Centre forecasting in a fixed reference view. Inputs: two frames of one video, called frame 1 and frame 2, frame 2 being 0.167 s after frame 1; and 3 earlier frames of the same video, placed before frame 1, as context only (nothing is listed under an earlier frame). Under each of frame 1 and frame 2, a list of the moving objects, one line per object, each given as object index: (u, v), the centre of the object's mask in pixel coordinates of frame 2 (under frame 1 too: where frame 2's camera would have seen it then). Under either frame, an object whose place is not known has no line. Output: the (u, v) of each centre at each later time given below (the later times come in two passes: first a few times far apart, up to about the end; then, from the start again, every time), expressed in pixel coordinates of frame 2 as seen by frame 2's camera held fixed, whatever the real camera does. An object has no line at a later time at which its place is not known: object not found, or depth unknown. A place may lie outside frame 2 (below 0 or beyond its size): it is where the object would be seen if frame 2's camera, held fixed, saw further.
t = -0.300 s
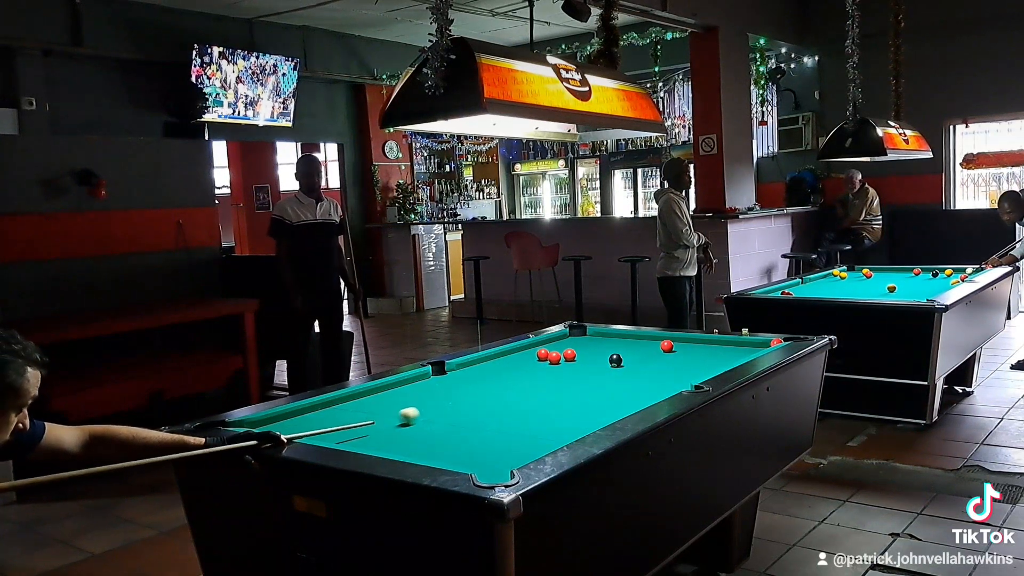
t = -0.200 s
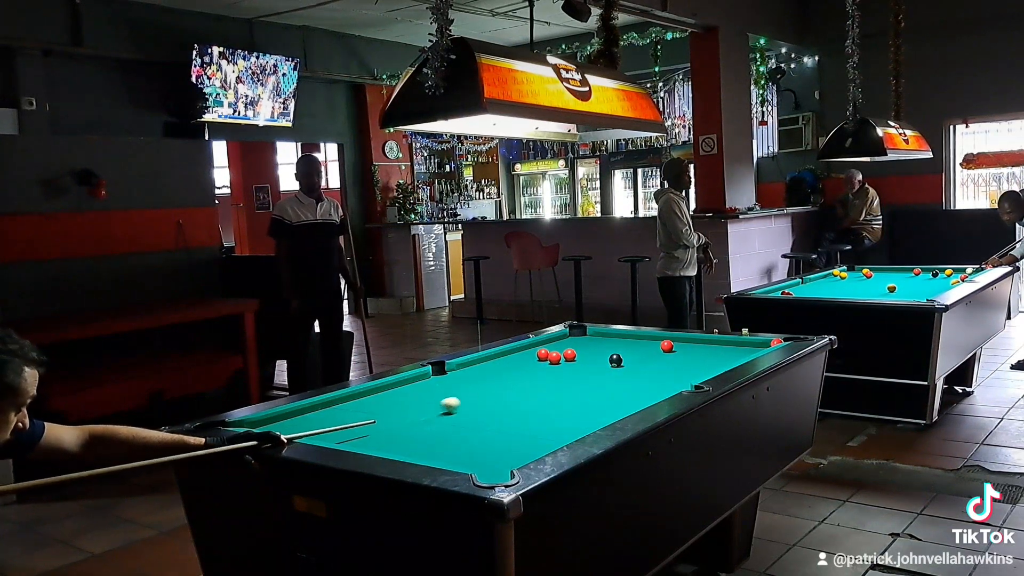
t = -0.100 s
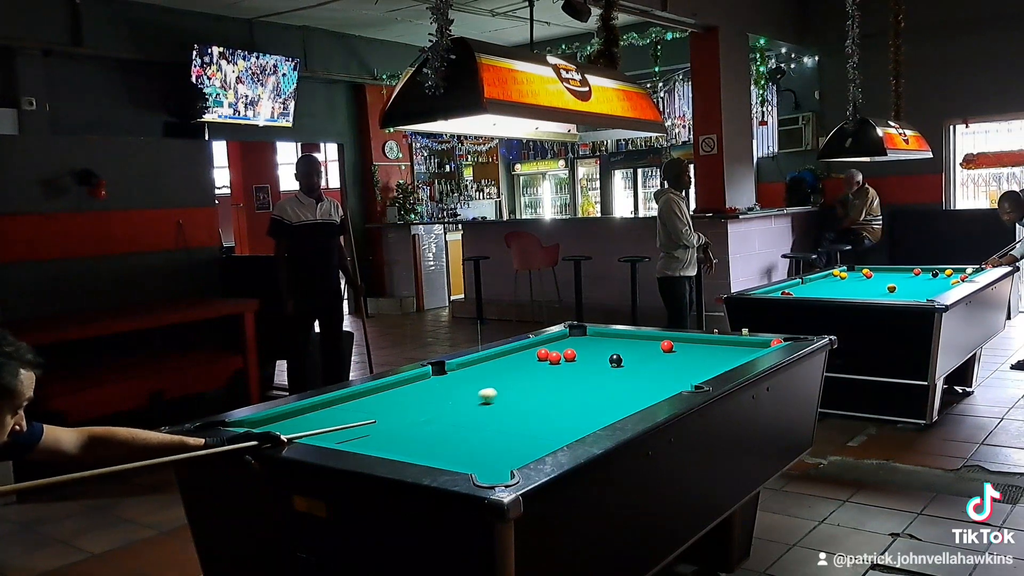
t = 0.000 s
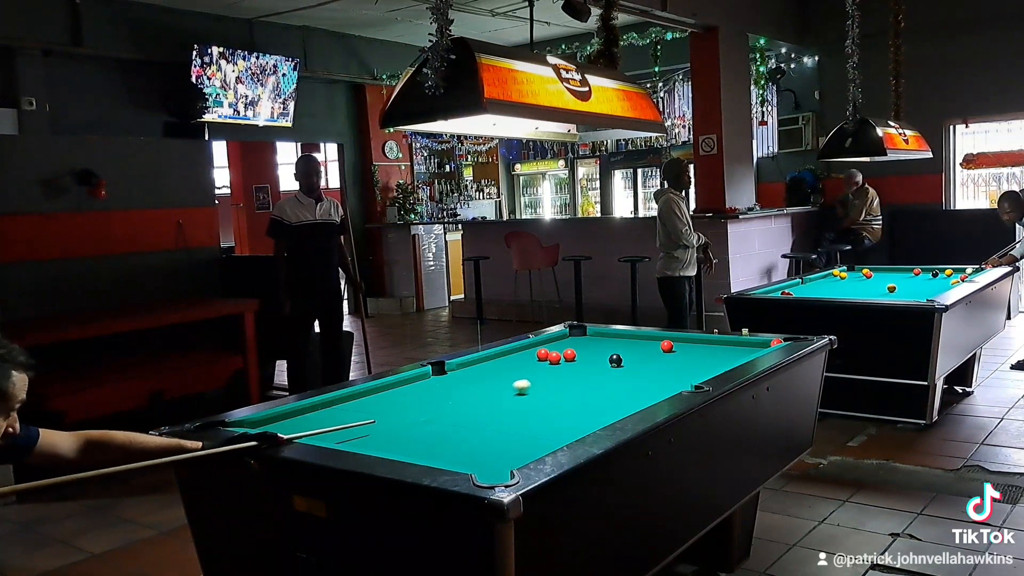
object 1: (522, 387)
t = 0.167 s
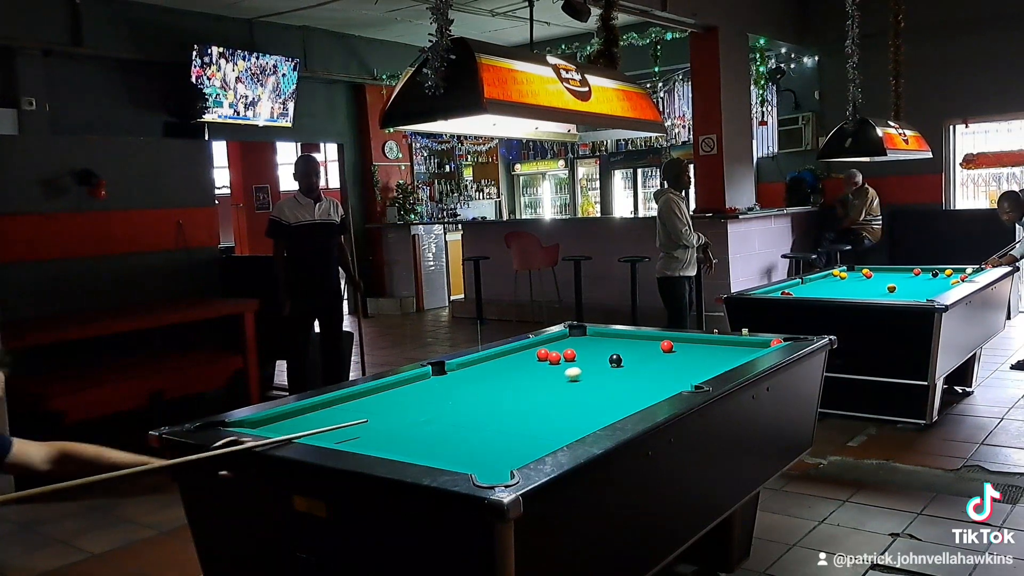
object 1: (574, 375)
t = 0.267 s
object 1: (601, 367)
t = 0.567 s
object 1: (687, 355)
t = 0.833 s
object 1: (759, 347)
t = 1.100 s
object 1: (757, 344)
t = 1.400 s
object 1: (737, 343)
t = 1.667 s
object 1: (719, 343)
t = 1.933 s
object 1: (705, 343)
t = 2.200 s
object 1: (691, 343)
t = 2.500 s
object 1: (679, 343)
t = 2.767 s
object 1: (670, 340)
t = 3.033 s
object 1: (659, 342)
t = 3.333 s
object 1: (654, 343)
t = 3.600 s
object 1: (650, 343)
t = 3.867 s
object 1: (647, 343)
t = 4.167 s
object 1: (646, 343)
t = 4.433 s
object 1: (646, 343)
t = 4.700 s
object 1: (646, 343)
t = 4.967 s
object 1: (646, 343)
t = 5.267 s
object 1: (646, 343)
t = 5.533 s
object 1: (646, 343)
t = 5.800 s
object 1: (646, 343)
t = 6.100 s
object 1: (646, 343)
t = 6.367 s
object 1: (646, 343)
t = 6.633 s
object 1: (646, 343)
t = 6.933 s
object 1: (646, 343)
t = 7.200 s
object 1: (647, 343)
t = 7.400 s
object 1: (647, 343)
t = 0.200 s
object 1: (583, 372)
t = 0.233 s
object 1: (592, 369)
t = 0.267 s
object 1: (601, 367)
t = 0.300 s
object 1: (610, 364)
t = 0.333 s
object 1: (619, 362)
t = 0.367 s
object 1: (629, 361)
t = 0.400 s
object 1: (639, 361)
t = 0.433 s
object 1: (649, 359)
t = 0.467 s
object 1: (658, 358)
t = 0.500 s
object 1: (668, 357)
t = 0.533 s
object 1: (678, 357)
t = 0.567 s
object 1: (687, 355)
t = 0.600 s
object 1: (696, 355)
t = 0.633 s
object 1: (706, 354)
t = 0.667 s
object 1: (715, 353)
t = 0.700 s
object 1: (724, 352)
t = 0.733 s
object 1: (733, 351)
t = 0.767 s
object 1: (742, 350)
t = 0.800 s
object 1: (751, 349)
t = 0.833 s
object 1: (759, 347)
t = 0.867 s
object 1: (766, 345)
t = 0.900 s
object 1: (772, 344)
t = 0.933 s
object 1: (769, 344)
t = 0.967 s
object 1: (766, 345)
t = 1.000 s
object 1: (763, 345)
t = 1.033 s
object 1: (761, 345)
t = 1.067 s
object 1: (759, 345)
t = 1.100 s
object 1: (757, 344)
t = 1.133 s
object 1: (754, 344)
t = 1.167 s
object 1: (752, 344)
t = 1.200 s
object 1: (750, 344)
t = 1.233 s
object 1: (748, 343)
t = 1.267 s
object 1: (746, 343)
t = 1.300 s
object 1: (744, 343)
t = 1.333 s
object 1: (741, 343)
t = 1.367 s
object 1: (739, 343)
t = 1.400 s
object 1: (737, 343)
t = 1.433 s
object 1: (734, 343)
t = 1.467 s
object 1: (732, 343)
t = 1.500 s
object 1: (730, 343)
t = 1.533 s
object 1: (728, 343)
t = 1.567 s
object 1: (725, 343)
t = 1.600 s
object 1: (723, 343)
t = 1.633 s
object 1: (721, 343)
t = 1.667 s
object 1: (719, 343)
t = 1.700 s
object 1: (717, 343)
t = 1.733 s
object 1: (715, 343)
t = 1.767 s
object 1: (714, 343)
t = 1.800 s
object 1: (712, 343)
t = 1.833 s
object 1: (710, 343)
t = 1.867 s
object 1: (708, 343)
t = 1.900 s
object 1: (706, 343)
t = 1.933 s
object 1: (705, 343)
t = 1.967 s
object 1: (702, 343)
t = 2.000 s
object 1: (701, 343)
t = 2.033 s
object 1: (699, 343)
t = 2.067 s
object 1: (697, 343)
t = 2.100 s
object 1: (696, 343)
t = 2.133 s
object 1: (694, 343)
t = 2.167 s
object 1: (693, 343)
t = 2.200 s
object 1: (691, 343)
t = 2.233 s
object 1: (689, 343)
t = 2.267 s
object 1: (688, 343)
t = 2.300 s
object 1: (687, 343)
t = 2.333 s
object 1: (685, 343)
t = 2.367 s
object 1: (684, 343)
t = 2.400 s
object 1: (683, 343)
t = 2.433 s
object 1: (681, 343)
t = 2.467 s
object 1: (680, 343)
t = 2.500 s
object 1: (679, 343)
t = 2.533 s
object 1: (678, 343)
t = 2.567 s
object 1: (676, 343)
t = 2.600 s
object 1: (676, 343)
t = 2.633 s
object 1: (675, 343)
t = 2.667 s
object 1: (674, 342)
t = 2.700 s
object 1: (673, 342)
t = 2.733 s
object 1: (672, 341)
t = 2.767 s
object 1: (670, 340)
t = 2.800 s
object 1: (669, 340)
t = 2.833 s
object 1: (667, 340)
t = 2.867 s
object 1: (665, 340)
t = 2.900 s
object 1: (663, 340)
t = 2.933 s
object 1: (662, 341)
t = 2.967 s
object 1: (661, 341)
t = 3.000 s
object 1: (660, 341)
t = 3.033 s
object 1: (659, 342)
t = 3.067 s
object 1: (659, 342)
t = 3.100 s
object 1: (658, 342)
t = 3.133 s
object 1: (657, 342)
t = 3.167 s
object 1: (657, 342)
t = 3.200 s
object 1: (656, 343)
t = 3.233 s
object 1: (656, 343)
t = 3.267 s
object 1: (655, 343)
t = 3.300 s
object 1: (655, 343)
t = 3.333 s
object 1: (654, 343)
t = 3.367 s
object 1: (654, 343)
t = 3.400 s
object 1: (653, 343)
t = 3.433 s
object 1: (652, 343)
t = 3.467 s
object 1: (652, 343)
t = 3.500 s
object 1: (651, 343)
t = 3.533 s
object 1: (651, 343)
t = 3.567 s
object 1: (650, 343)
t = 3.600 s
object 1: (650, 343)
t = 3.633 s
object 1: (650, 343)
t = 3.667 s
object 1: (649, 343)
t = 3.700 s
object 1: (648, 343)
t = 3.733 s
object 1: (648, 343)
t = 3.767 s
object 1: (648, 343)
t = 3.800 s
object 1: (647, 343)
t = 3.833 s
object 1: (647, 343)
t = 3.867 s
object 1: (647, 343)
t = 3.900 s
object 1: (647, 343)
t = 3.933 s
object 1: (646, 343)
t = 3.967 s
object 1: (646, 343)
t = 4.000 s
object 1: (646, 343)
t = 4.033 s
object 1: (646, 343)
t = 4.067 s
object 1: (646, 343)
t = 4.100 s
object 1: (646, 343)
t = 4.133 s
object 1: (646, 343)
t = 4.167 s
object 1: (646, 343)
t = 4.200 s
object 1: (646, 343)
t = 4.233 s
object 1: (646, 343)
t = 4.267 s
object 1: (646, 343)
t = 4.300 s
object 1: (646, 343)
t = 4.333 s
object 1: (646, 343)
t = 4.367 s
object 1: (646, 343)
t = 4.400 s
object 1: (646, 343)
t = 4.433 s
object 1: (646, 343)
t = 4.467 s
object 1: (646, 343)
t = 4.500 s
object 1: (646, 343)
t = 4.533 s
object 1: (646, 343)
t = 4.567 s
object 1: (646, 343)
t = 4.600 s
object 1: (646, 343)
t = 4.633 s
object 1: (646, 343)
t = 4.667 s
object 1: (646, 343)
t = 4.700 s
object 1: (646, 343)
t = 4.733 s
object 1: (646, 343)
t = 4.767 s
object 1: (646, 343)
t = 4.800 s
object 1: (646, 343)
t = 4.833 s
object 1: (646, 343)
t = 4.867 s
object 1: (646, 343)
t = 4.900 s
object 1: (646, 343)
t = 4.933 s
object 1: (646, 343)
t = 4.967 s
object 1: (646, 343)
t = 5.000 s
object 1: (646, 343)
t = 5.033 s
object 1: (646, 343)
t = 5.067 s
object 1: (646, 343)
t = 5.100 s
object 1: (646, 343)
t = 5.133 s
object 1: (646, 343)
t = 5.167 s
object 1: (646, 343)
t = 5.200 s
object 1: (646, 343)
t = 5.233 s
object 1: (646, 343)
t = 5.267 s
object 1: (646, 343)
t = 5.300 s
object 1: (646, 343)
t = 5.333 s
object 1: (646, 343)
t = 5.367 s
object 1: (646, 343)
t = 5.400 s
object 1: (646, 343)
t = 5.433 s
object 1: (646, 343)
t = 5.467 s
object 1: (646, 343)
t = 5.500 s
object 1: (646, 343)
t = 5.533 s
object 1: (646, 343)
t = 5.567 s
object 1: (646, 343)
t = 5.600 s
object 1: (646, 343)
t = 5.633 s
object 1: (646, 343)
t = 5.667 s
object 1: (646, 343)
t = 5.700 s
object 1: (646, 343)
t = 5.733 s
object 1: (646, 343)
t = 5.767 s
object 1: (646, 343)
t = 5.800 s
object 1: (646, 343)
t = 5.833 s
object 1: (646, 343)
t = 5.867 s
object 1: (646, 343)
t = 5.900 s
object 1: (646, 343)
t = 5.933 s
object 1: (646, 343)
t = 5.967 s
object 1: (646, 343)
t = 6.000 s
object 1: (646, 343)
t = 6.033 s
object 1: (646, 343)
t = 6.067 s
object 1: (646, 343)
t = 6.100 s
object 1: (646, 343)
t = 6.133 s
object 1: (646, 343)
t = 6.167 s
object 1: (646, 343)
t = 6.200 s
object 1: (646, 343)
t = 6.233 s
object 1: (646, 343)
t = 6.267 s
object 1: (646, 343)
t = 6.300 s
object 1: (646, 343)
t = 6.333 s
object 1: (646, 343)
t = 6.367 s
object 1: (646, 343)
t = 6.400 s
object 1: (646, 343)
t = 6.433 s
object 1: (646, 343)
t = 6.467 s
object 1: (646, 343)
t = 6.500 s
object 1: (646, 343)
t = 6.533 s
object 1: (646, 343)
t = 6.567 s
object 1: (646, 343)
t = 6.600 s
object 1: (646, 343)
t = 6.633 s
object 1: (646, 343)
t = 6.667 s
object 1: (646, 343)
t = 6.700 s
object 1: (646, 343)
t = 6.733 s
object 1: (646, 343)
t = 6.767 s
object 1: (646, 343)
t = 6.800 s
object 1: (646, 343)
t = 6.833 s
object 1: (646, 343)
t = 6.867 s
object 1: (646, 343)
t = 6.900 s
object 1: (646, 343)
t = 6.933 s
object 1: (646, 343)
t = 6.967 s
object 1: (646, 343)
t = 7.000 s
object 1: (646, 343)
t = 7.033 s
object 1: (646, 343)
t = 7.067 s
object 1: (646, 343)
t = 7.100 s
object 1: (646, 343)
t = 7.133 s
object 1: (646, 343)
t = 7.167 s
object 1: (646, 343)
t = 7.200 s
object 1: (647, 343)
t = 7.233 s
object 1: (647, 343)
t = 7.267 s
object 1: (646, 343)
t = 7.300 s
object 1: (647, 343)
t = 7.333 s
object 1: (646, 343)
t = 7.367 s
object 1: (647, 343)
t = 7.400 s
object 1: (647, 343)
